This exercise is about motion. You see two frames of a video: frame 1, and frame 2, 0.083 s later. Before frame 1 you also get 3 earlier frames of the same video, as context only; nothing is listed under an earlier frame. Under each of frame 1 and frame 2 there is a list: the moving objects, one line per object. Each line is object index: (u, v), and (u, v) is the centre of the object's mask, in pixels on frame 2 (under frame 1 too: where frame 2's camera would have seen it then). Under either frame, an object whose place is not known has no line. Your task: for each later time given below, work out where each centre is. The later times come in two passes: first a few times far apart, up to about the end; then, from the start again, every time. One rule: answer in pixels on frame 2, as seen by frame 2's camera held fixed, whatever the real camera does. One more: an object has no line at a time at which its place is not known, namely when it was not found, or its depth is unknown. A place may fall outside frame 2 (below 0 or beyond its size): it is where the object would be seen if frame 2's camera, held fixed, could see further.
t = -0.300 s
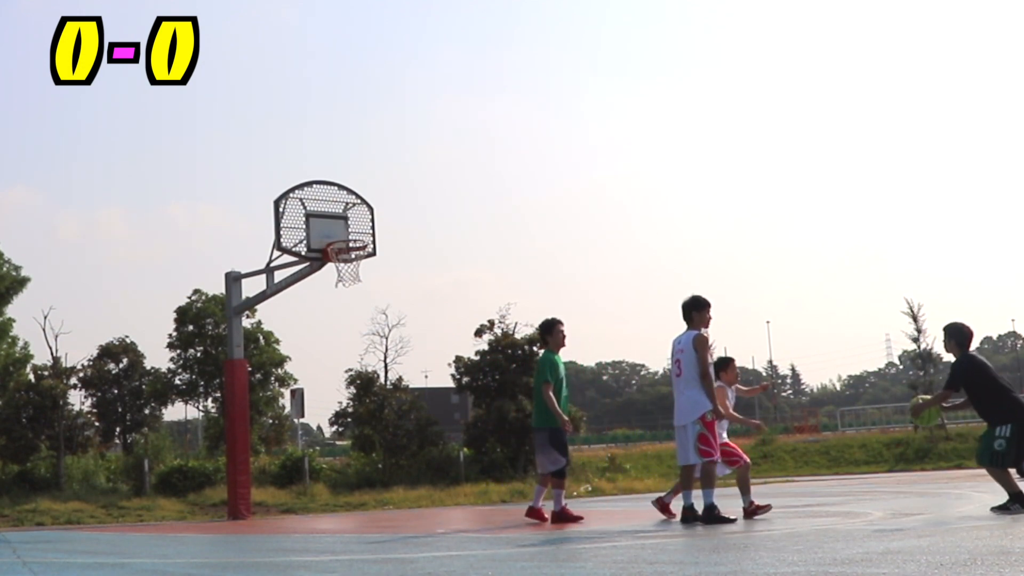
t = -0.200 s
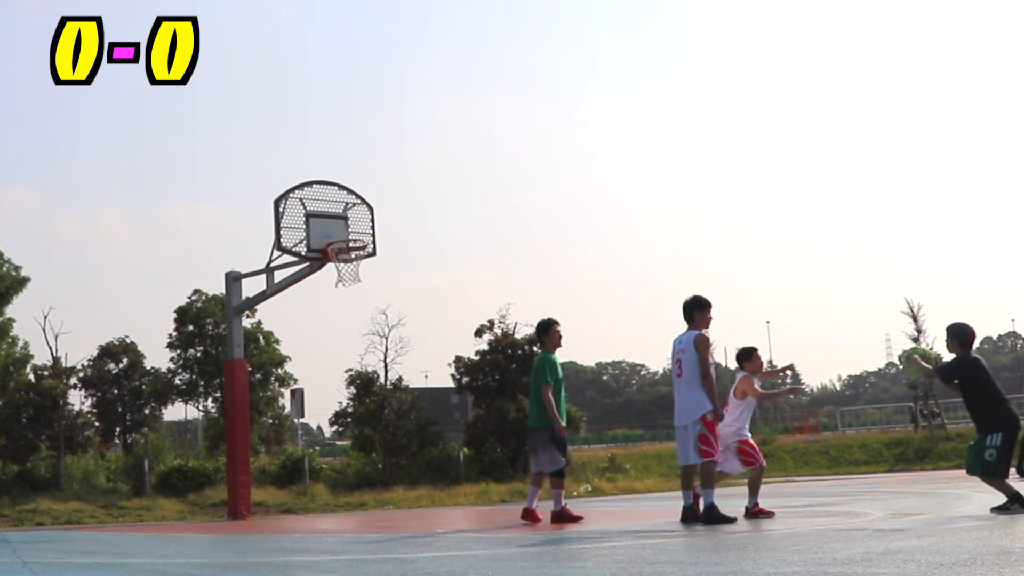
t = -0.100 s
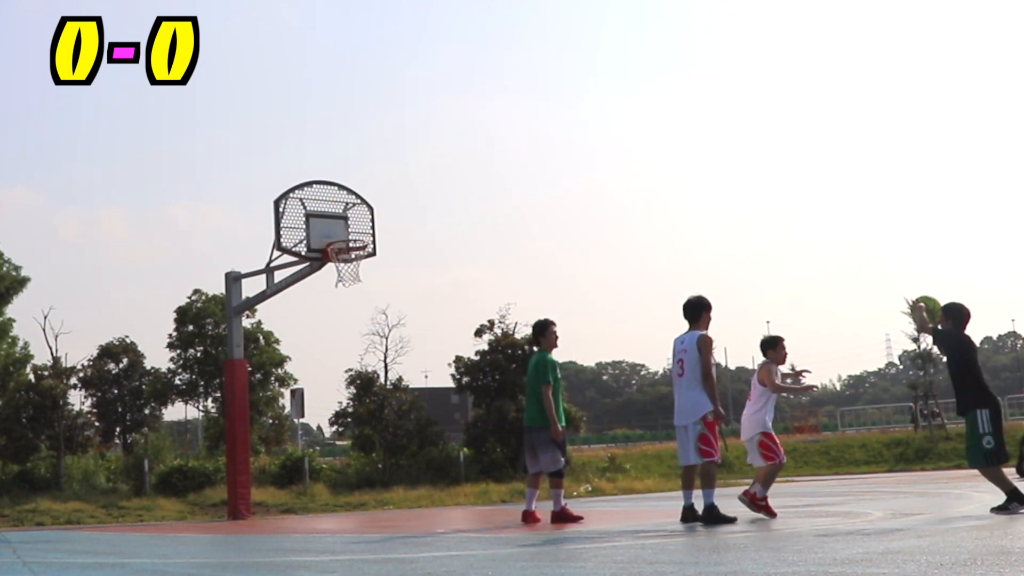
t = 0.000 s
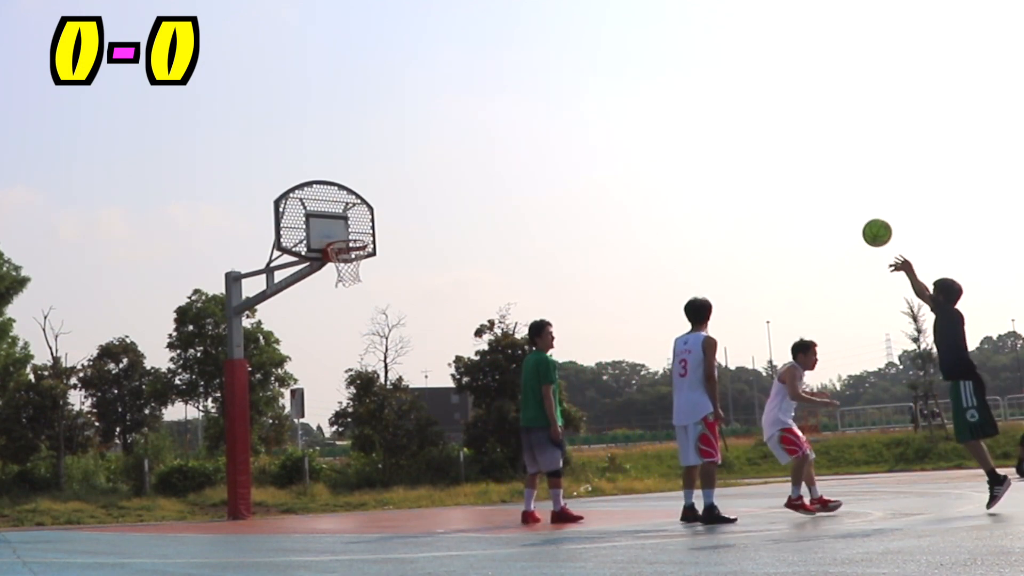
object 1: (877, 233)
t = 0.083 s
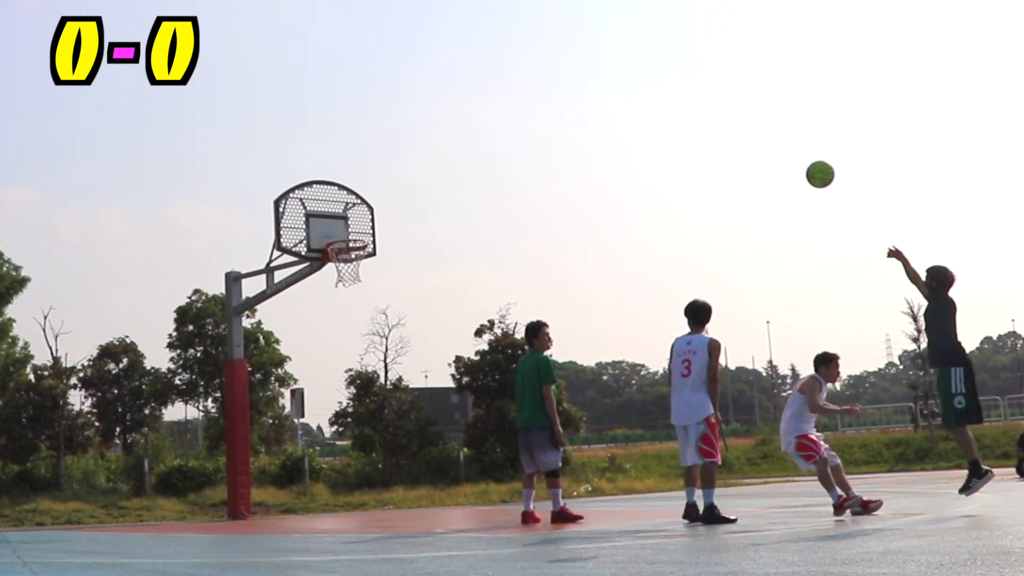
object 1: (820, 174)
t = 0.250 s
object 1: (719, 90)
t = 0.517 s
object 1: (587, 27)
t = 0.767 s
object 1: (486, 33)
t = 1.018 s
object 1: (400, 90)
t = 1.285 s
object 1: (319, 202)
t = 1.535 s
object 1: (306, 254)
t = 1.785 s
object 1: (277, 334)
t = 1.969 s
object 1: (254, 442)
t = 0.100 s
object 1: (809, 164)
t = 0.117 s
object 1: (798, 154)
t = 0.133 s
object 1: (788, 145)
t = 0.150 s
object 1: (778, 135)
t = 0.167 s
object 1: (768, 127)
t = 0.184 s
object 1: (758, 119)
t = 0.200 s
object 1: (748, 111)
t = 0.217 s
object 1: (738, 103)
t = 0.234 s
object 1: (729, 96)
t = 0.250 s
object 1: (719, 90)
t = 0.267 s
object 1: (710, 83)
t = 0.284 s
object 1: (701, 77)
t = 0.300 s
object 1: (692, 71)
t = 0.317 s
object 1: (684, 66)
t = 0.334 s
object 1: (675, 61)
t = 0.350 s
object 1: (666, 57)
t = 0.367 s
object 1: (658, 52)
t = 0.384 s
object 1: (650, 48)
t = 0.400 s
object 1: (641, 45)
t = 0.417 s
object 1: (633, 41)
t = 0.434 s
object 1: (625, 38)
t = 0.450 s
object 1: (618, 35)
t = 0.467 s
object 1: (610, 33)
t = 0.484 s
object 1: (602, 30)
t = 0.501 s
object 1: (595, 28)
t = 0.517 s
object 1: (587, 27)
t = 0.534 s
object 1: (580, 25)
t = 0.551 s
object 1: (573, 24)
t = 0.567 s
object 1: (566, 23)
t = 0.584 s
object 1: (559, 23)
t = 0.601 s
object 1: (552, 23)
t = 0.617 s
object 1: (545, 23)
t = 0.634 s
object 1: (538, 23)
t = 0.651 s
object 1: (531, 23)
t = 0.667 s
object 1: (525, 24)
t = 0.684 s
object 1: (518, 25)
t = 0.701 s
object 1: (512, 26)
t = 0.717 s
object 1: (505, 27)
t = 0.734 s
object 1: (499, 29)
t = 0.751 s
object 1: (492, 31)
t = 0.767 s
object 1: (486, 33)
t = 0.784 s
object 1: (480, 35)
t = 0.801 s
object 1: (474, 38)
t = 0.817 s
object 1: (468, 41)
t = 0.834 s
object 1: (462, 44)
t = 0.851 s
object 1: (456, 47)
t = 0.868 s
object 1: (450, 50)
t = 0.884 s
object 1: (445, 54)
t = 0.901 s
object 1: (439, 58)
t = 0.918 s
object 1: (433, 62)
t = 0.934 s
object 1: (428, 66)
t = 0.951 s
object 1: (422, 70)
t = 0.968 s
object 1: (417, 75)
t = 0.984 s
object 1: (411, 80)
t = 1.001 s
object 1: (406, 85)
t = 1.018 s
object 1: (400, 90)
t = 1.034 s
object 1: (395, 96)
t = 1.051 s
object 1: (390, 102)
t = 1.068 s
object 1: (384, 108)
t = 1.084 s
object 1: (379, 114)
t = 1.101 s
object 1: (374, 120)
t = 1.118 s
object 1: (369, 127)
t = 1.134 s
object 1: (364, 133)
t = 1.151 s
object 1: (359, 140)
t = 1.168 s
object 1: (353, 147)
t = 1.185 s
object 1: (348, 155)
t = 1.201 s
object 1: (344, 162)
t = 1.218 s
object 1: (339, 170)
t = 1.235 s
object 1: (334, 177)
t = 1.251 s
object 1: (329, 186)
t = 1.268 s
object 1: (324, 193)
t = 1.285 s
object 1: (319, 202)
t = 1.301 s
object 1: (315, 211)
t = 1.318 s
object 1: (311, 219)
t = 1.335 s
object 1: (313, 223)
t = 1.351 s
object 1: (316, 228)
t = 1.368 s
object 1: (319, 233)
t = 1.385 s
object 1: (321, 238)
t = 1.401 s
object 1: (320, 239)
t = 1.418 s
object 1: (318, 240)
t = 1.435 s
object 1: (317, 242)
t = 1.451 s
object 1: (315, 243)
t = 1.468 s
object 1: (313, 245)
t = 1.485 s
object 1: (311, 247)
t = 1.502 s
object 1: (309, 249)
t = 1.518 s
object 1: (308, 251)
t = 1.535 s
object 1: (306, 254)
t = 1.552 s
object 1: (304, 257)
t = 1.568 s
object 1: (302, 261)
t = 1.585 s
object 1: (301, 264)
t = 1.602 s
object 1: (298, 268)
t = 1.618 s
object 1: (296, 273)
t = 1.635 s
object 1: (295, 278)
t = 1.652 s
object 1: (293, 283)
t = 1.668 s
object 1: (291, 288)
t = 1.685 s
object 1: (289, 294)
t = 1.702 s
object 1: (287, 300)
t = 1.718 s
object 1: (285, 306)
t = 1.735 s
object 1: (283, 312)
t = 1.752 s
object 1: (281, 319)
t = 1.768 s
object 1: (279, 326)
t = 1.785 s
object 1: (277, 334)
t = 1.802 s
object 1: (275, 341)
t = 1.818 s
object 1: (274, 349)
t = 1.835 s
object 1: (271, 359)
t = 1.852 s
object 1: (269, 367)
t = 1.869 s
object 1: (267, 377)
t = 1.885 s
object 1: (265, 386)
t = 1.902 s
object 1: (263, 398)
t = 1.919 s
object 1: (261, 408)
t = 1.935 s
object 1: (259, 419)
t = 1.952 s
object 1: (257, 430)
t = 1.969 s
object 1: (254, 442)
